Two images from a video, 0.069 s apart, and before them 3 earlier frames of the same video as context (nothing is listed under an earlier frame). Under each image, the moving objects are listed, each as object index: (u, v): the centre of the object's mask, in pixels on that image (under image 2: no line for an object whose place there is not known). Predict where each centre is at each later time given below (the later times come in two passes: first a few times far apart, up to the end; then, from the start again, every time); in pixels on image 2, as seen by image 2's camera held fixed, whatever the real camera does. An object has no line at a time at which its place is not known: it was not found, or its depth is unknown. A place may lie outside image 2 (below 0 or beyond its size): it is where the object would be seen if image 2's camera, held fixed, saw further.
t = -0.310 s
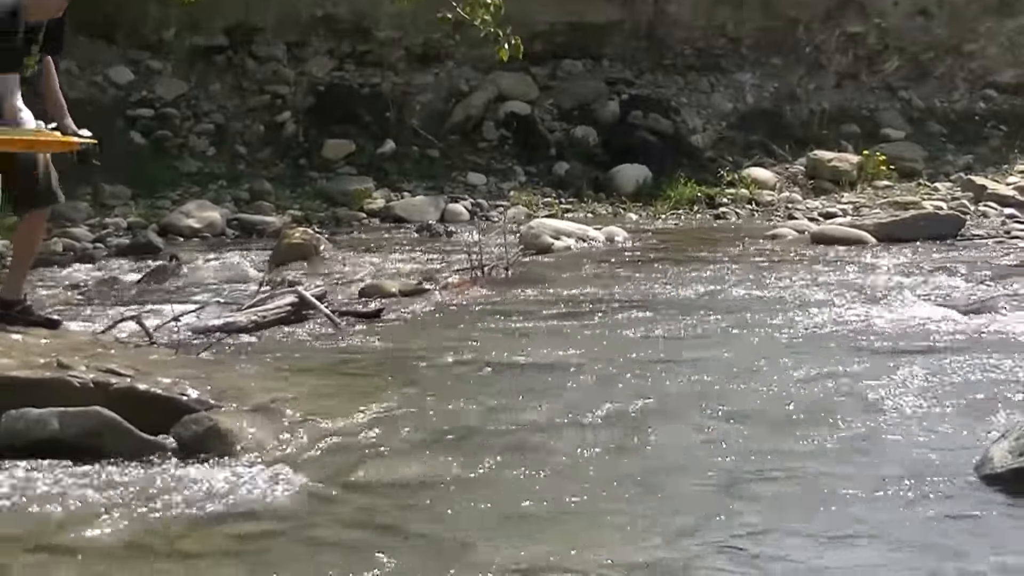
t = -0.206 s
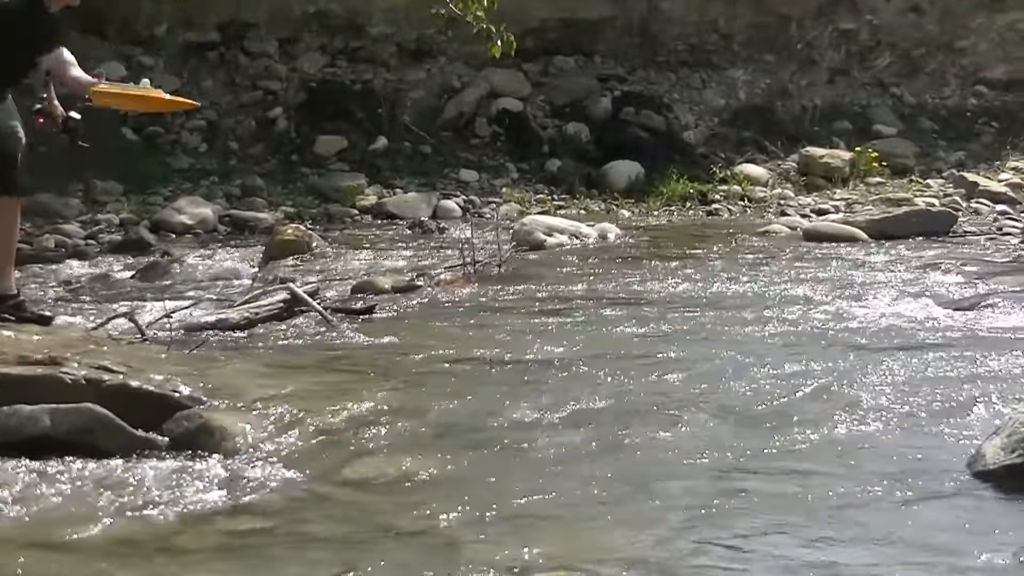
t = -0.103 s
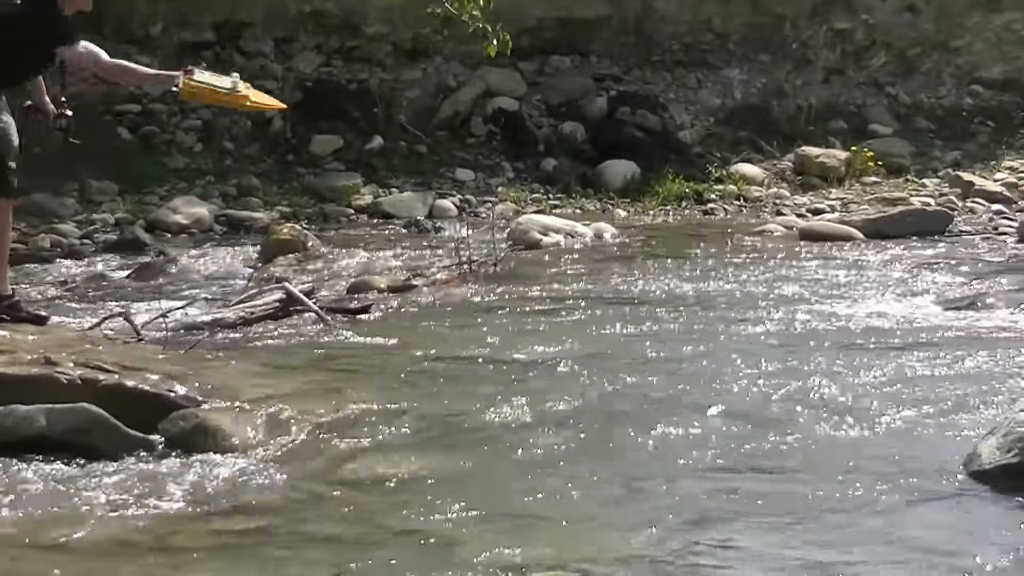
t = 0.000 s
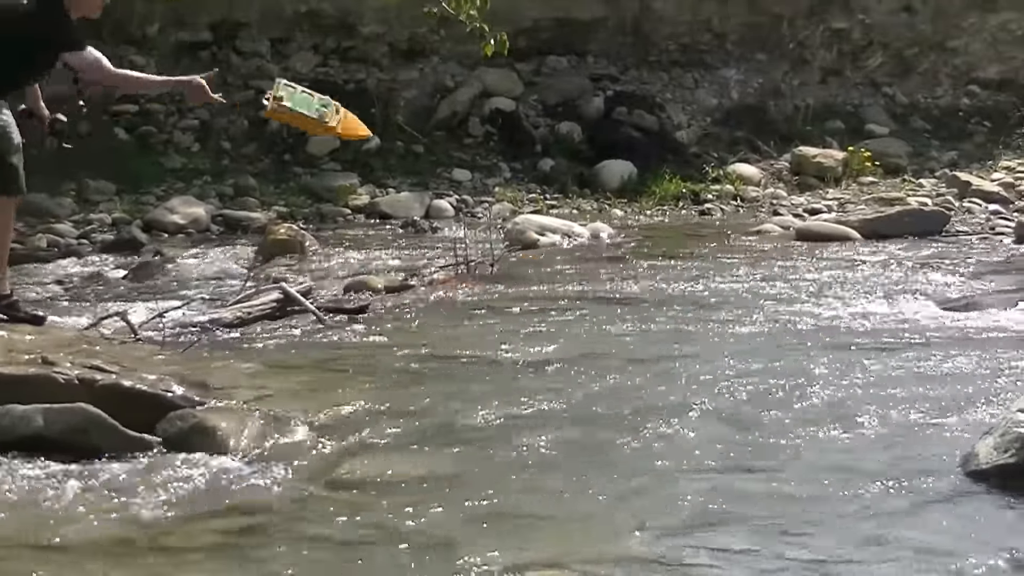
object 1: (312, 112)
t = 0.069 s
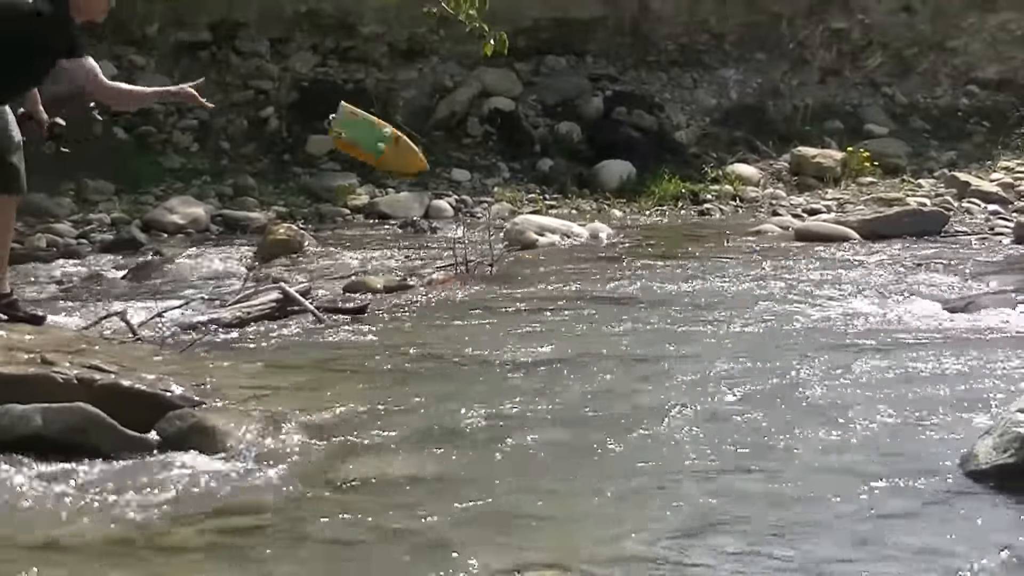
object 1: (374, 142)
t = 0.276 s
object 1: (548, 293)
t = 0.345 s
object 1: (585, 347)
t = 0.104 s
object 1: (402, 159)
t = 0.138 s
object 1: (432, 180)
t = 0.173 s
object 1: (463, 205)
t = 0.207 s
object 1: (493, 233)
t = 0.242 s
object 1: (521, 262)
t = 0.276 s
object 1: (548, 293)
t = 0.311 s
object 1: (576, 328)
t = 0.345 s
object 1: (585, 347)
